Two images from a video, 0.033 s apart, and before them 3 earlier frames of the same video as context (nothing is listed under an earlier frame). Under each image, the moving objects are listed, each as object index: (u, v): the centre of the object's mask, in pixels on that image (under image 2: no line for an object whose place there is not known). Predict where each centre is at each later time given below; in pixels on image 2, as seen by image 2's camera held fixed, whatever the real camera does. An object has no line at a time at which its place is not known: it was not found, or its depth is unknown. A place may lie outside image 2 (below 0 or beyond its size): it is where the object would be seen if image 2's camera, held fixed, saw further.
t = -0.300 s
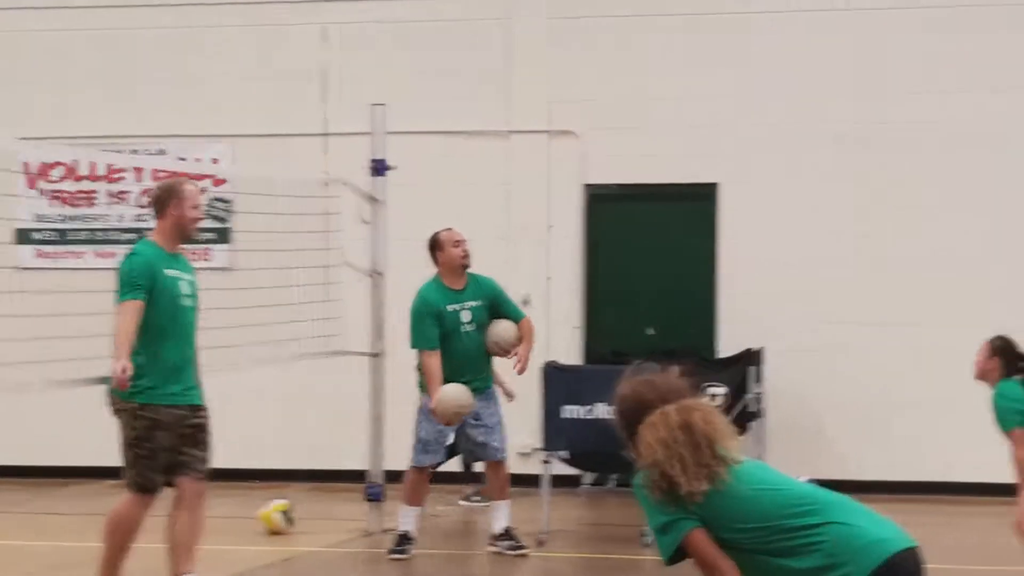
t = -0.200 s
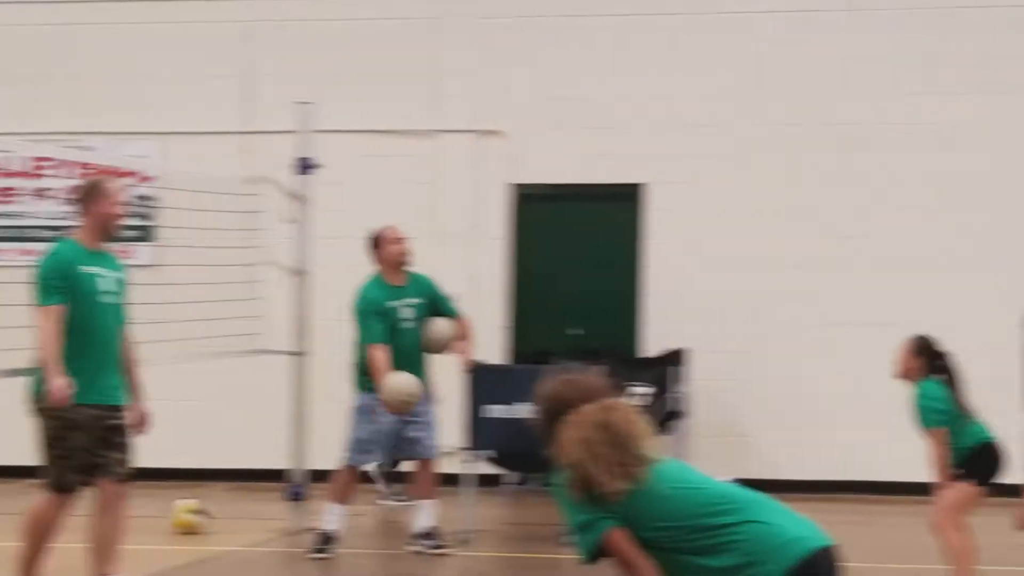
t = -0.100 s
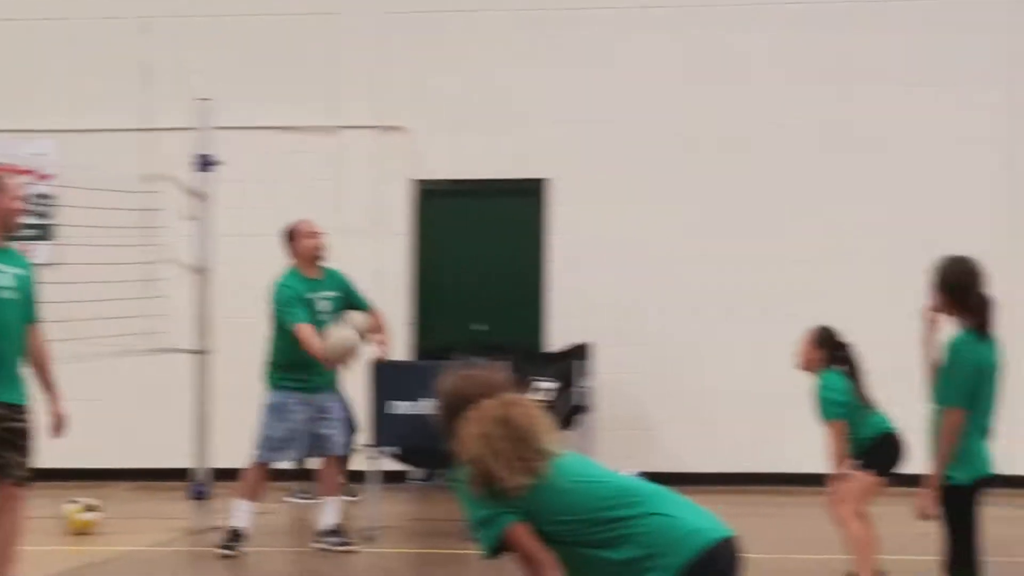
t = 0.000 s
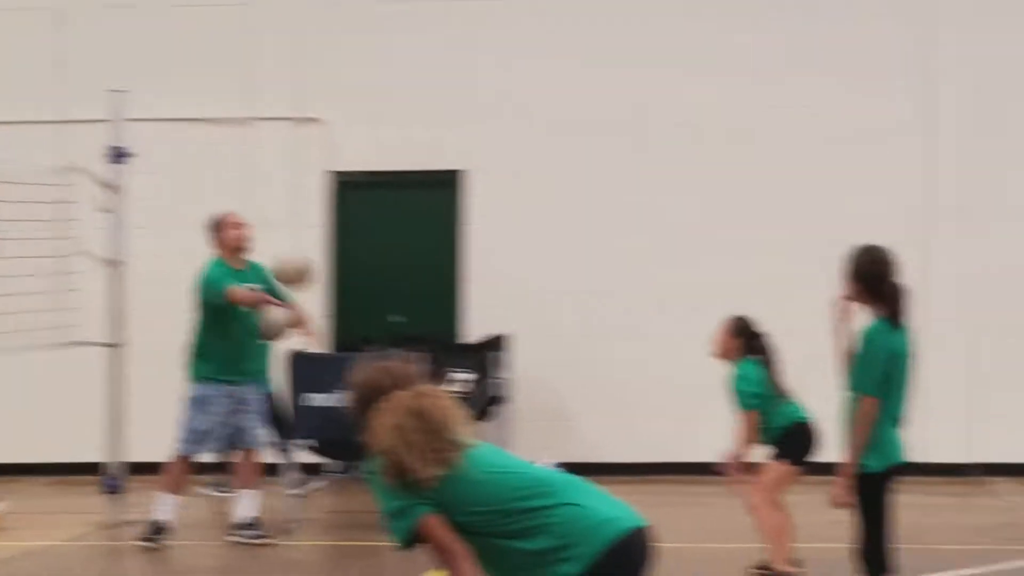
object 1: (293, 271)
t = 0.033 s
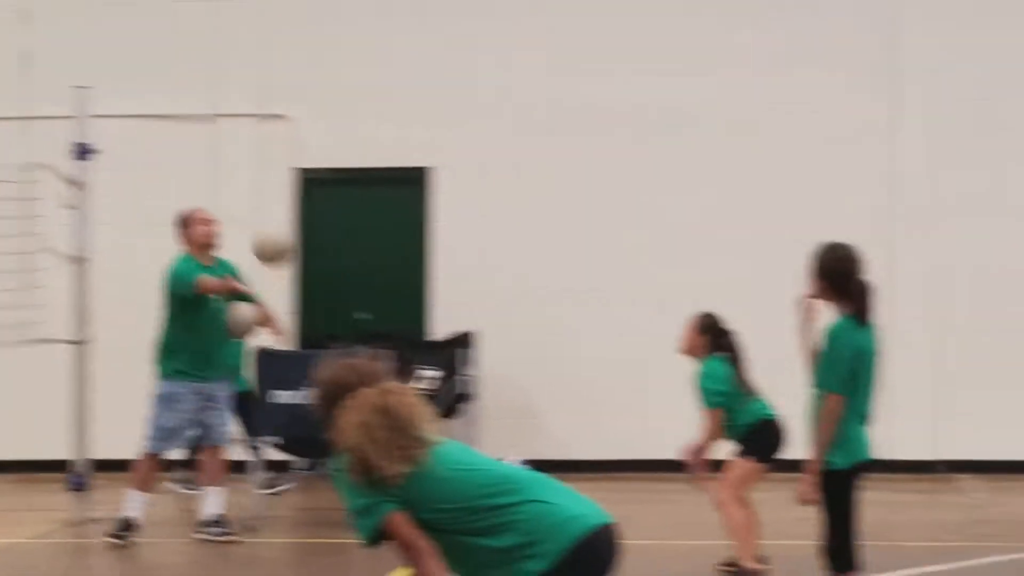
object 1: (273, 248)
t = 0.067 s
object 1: (283, 228)
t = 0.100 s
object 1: (292, 212)
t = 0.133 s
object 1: (303, 199)
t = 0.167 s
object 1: (313, 189)
